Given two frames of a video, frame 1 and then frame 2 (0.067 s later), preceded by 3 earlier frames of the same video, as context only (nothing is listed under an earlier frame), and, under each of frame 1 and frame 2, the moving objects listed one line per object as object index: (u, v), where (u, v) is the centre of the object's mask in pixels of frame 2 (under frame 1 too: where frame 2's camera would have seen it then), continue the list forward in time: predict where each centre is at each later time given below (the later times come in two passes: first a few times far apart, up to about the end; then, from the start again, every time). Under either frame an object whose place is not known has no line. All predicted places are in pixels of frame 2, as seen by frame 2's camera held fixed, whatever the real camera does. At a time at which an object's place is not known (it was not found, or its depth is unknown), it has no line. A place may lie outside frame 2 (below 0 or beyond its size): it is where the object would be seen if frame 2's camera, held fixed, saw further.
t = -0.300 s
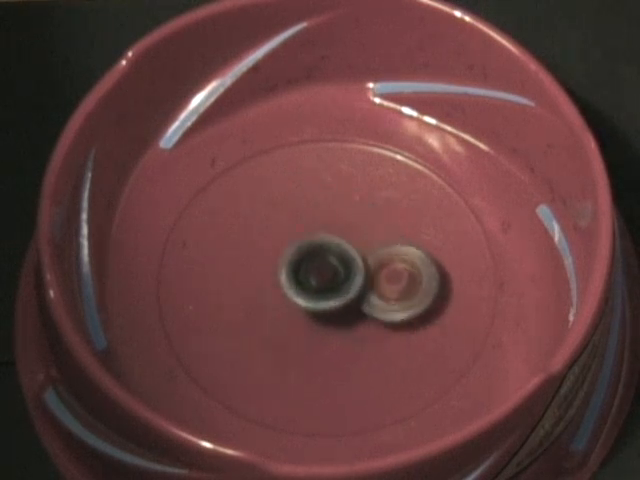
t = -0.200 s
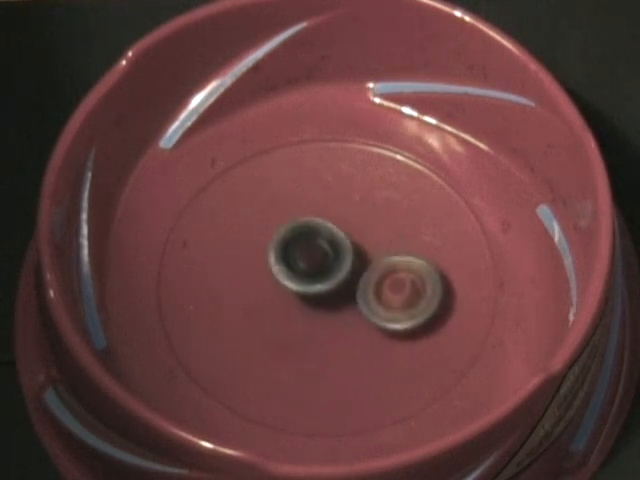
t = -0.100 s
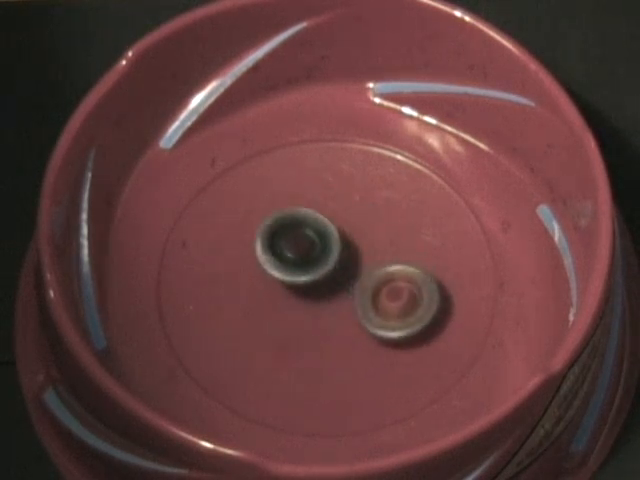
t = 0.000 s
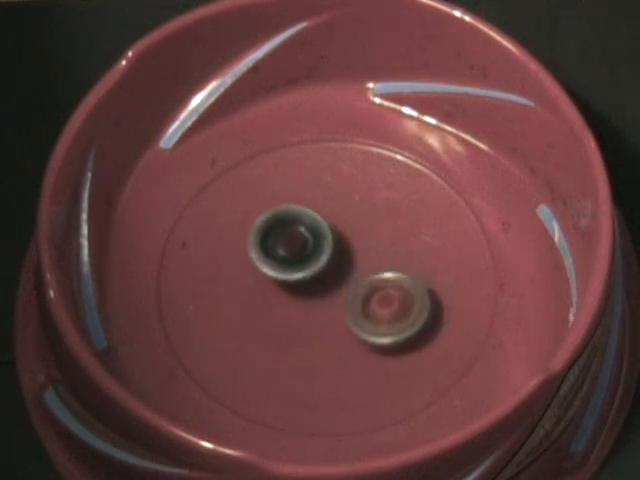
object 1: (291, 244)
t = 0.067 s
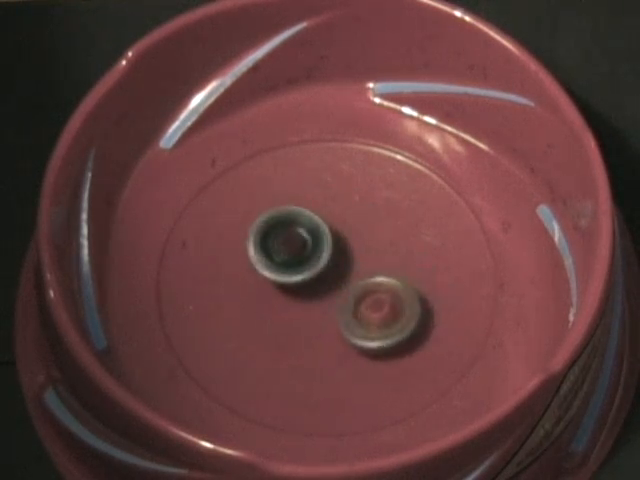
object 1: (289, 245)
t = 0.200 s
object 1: (299, 255)
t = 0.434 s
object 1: (338, 254)
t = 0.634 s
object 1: (358, 249)
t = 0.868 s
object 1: (357, 260)
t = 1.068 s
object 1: (344, 282)
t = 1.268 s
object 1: (333, 292)
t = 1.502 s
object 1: (315, 294)
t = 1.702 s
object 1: (309, 286)
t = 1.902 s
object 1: (302, 279)
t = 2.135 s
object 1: (311, 280)
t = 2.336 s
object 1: (326, 263)
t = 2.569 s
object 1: (321, 253)
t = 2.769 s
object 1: (323, 262)
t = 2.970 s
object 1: (333, 260)
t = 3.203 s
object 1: (334, 262)
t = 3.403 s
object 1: (338, 267)
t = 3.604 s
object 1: (361, 255)
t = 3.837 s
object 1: (353, 255)
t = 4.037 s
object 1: (344, 279)
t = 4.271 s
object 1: (338, 292)
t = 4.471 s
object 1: (325, 290)
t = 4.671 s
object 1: (311, 282)
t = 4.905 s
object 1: (313, 265)
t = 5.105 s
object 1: (322, 251)
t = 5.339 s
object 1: (332, 253)
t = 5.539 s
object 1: (345, 265)
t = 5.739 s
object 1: (352, 281)
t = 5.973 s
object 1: (345, 284)
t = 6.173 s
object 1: (323, 288)
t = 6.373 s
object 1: (312, 290)
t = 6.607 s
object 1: (317, 279)
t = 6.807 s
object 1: (315, 272)
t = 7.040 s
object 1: (287, 276)
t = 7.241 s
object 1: (313, 278)
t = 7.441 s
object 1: (333, 249)
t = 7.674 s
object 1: (328, 232)
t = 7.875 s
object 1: (335, 243)
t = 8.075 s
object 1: (341, 264)
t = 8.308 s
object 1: (346, 290)
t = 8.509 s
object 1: (340, 297)
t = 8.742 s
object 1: (315, 297)
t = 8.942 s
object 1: (303, 289)
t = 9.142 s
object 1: (309, 267)
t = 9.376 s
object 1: (326, 245)
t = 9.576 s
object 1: (342, 243)
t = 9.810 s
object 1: (352, 264)
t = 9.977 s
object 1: (350, 281)
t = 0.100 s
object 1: (290, 247)
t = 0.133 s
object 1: (291, 250)
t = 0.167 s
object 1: (295, 252)
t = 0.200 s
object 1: (299, 255)
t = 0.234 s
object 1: (305, 259)
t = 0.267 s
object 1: (311, 262)
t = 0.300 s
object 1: (317, 264)
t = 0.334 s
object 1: (322, 261)
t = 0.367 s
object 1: (328, 257)
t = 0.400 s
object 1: (333, 255)
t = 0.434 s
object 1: (338, 254)
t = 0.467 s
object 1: (342, 253)
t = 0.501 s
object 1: (346, 252)
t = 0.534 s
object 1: (349, 251)
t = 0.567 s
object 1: (353, 250)
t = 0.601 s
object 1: (356, 249)
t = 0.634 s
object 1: (358, 249)
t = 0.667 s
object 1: (359, 249)
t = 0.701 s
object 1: (360, 249)
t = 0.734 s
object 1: (360, 250)
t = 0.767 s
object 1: (360, 252)
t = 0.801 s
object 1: (360, 254)
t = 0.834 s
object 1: (359, 257)
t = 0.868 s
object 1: (357, 260)
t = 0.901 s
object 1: (356, 263)
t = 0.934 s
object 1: (353, 267)
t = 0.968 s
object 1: (350, 271)
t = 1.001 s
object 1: (347, 276)
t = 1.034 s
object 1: (346, 279)
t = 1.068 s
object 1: (344, 282)
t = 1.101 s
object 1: (342, 285)
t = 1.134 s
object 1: (340, 288)
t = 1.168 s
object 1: (337, 290)
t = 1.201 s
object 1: (336, 290)
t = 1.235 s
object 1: (334, 291)
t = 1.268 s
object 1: (333, 292)
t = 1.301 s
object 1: (331, 293)
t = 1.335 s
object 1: (329, 293)
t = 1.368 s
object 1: (326, 294)
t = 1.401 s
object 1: (323, 295)
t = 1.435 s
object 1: (320, 295)
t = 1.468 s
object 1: (317, 295)
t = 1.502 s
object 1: (315, 294)
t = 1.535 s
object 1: (313, 294)
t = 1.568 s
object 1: (311, 293)
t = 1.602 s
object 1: (310, 292)
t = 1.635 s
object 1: (310, 290)
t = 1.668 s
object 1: (309, 288)
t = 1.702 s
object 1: (309, 286)
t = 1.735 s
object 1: (310, 282)
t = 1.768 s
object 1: (311, 279)
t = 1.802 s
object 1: (312, 277)
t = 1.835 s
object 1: (310, 276)
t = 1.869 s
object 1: (304, 278)
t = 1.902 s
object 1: (302, 279)
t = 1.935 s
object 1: (301, 280)
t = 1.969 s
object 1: (302, 281)
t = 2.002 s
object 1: (302, 281)
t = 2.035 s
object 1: (303, 281)
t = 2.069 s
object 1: (305, 281)
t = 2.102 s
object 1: (308, 280)
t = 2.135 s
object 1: (311, 280)
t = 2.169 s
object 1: (315, 278)
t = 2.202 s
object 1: (319, 276)
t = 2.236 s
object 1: (323, 273)
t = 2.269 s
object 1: (326, 270)
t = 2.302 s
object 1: (326, 266)
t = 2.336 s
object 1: (326, 263)
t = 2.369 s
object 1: (325, 260)
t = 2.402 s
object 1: (325, 257)
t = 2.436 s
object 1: (324, 255)
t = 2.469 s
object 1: (323, 254)
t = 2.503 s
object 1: (322, 253)
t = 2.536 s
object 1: (321, 253)
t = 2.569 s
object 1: (321, 253)
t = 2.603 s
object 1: (321, 254)
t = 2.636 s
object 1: (321, 254)
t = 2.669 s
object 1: (321, 256)
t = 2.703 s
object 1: (321, 258)
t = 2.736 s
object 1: (322, 259)
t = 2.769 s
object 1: (323, 262)
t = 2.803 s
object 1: (325, 264)
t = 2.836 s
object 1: (327, 266)
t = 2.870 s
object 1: (328, 265)
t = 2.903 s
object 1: (331, 261)
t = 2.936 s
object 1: (332, 260)
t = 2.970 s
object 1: (333, 260)
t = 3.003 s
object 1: (333, 260)
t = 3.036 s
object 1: (334, 260)
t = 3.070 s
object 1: (334, 260)
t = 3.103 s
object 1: (334, 260)
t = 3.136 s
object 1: (334, 260)
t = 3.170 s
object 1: (334, 261)
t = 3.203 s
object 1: (334, 262)
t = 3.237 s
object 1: (335, 263)
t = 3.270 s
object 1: (335, 264)
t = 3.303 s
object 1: (335, 266)
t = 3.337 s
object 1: (334, 267)
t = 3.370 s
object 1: (336, 267)
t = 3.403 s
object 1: (338, 267)
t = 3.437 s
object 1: (347, 264)
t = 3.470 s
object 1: (352, 262)
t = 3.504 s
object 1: (356, 260)
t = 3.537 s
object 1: (358, 258)
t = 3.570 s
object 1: (360, 256)
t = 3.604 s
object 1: (361, 255)
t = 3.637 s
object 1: (361, 254)
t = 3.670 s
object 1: (361, 254)
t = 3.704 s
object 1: (360, 253)
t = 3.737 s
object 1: (360, 253)
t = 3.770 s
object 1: (358, 254)
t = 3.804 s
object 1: (356, 254)
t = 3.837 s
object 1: (353, 255)
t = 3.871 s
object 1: (349, 257)
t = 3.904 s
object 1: (346, 260)
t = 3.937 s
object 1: (347, 265)
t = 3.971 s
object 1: (346, 271)
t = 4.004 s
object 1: (345, 275)
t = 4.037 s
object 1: (344, 279)
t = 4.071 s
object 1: (343, 283)
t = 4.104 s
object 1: (343, 286)
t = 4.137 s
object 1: (342, 288)
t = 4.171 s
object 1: (342, 290)
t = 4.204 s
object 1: (341, 291)
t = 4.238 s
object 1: (340, 292)
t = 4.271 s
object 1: (338, 292)
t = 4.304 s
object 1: (337, 293)
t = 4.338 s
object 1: (336, 292)
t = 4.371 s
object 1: (334, 292)
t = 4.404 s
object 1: (332, 291)
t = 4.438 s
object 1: (328, 290)
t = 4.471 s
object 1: (325, 290)
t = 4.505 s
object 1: (321, 289)
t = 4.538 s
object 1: (319, 288)
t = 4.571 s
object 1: (316, 287)
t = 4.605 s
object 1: (314, 285)
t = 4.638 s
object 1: (313, 284)
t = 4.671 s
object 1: (311, 282)
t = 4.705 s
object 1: (311, 280)
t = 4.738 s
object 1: (311, 278)
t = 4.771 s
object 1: (311, 275)
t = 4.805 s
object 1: (311, 272)
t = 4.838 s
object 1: (311, 270)
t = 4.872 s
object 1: (311, 267)
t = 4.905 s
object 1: (313, 265)
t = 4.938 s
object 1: (315, 264)
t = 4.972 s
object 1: (316, 261)
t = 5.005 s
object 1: (318, 258)
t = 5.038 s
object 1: (319, 255)
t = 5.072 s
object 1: (320, 253)
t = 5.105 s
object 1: (322, 251)
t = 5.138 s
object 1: (323, 250)
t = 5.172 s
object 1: (324, 250)
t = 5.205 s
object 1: (325, 250)
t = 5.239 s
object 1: (326, 251)
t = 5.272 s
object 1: (328, 251)
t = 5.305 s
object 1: (329, 252)
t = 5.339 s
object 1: (332, 253)
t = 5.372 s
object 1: (334, 255)
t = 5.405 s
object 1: (336, 257)
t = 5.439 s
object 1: (339, 259)
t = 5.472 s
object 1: (341, 261)
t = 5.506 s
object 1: (343, 263)
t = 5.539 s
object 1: (345, 265)
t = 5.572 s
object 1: (346, 268)
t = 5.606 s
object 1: (348, 272)
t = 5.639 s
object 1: (349, 275)
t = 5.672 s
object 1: (350, 277)
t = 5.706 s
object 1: (351, 279)
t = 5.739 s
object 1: (352, 281)
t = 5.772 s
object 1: (352, 282)
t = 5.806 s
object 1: (352, 283)
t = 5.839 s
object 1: (351, 284)
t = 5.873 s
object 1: (351, 285)
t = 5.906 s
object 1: (349, 285)
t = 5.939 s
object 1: (347, 285)
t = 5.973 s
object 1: (345, 284)
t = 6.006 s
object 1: (342, 284)
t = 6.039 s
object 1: (339, 283)
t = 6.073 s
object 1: (334, 283)
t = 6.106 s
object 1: (331, 285)
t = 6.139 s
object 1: (327, 287)
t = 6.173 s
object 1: (323, 288)
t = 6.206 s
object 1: (320, 289)
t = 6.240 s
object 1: (318, 289)
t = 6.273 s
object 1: (316, 290)
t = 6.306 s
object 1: (315, 290)
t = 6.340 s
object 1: (313, 290)
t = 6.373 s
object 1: (312, 290)
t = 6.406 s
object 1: (312, 289)
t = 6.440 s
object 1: (312, 288)
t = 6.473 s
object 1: (312, 287)
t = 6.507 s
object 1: (313, 285)
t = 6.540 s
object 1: (315, 283)
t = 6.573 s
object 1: (316, 281)
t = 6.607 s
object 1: (317, 279)
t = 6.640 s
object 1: (316, 278)
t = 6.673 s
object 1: (316, 276)
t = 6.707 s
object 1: (317, 275)
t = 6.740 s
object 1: (317, 274)
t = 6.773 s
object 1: (316, 273)
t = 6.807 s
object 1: (315, 272)
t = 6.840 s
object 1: (304, 271)
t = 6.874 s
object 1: (296, 270)
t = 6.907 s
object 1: (292, 271)
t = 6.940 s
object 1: (289, 272)
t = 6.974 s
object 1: (288, 273)
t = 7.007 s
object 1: (287, 274)
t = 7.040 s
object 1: (287, 276)
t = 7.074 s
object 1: (289, 278)
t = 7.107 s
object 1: (291, 279)
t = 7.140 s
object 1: (294, 279)
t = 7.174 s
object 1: (298, 279)
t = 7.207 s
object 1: (306, 279)
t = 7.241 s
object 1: (313, 278)
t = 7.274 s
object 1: (317, 275)
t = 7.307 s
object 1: (321, 270)
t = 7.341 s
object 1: (326, 264)
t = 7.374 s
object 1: (329, 260)
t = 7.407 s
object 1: (331, 254)
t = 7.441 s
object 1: (333, 249)
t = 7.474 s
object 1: (335, 245)
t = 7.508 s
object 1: (336, 240)
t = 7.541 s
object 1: (336, 236)
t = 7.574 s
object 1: (335, 233)
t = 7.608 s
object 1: (334, 231)
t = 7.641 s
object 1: (332, 231)
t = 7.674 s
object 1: (328, 232)
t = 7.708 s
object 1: (326, 234)
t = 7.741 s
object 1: (325, 238)
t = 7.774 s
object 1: (325, 241)
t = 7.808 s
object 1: (331, 239)
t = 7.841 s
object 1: (333, 241)
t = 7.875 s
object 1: (335, 243)
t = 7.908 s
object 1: (335, 245)
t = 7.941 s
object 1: (336, 248)
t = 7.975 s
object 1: (337, 252)
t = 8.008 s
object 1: (338, 256)
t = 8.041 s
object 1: (340, 260)
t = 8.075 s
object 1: (341, 264)
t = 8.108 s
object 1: (342, 268)
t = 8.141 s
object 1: (343, 273)
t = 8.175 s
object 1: (343, 277)
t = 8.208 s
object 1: (344, 282)
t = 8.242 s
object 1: (345, 285)
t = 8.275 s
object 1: (346, 288)
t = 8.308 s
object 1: (346, 290)
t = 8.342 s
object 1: (345, 293)
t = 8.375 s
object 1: (345, 294)
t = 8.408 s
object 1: (344, 296)
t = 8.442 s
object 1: (343, 297)
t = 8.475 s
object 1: (342, 297)
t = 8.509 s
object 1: (340, 297)
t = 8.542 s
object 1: (338, 297)
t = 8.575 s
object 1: (336, 296)
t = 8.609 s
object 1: (333, 295)
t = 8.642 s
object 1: (327, 298)
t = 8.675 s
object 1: (322, 297)
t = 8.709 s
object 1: (318, 298)
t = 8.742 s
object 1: (315, 297)
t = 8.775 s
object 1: (311, 296)
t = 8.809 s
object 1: (309, 296)
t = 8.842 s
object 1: (306, 295)
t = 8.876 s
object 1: (305, 293)
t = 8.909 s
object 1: (303, 291)
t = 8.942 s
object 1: (303, 289)
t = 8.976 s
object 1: (302, 286)
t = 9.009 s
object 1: (303, 283)
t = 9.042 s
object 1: (304, 280)
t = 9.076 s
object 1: (306, 275)
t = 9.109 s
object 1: (307, 271)
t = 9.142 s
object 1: (309, 267)
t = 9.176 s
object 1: (312, 263)
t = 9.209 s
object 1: (314, 259)
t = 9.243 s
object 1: (316, 256)
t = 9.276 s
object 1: (319, 252)
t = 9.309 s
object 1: (322, 249)
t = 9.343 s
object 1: (324, 247)
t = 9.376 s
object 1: (326, 245)
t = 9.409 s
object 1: (329, 243)
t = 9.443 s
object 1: (332, 241)
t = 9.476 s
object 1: (335, 241)
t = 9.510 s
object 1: (338, 241)
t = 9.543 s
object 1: (340, 241)
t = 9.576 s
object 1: (342, 243)
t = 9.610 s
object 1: (344, 245)
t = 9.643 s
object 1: (346, 248)
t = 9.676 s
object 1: (347, 251)
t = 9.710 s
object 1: (349, 254)
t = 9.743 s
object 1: (351, 257)
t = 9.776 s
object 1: (352, 260)
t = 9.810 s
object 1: (352, 264)
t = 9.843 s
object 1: (352, 267)
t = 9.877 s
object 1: (351, 271)
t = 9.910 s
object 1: (351, 275)
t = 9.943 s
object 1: (350, 278)
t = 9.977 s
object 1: (350, 281)
